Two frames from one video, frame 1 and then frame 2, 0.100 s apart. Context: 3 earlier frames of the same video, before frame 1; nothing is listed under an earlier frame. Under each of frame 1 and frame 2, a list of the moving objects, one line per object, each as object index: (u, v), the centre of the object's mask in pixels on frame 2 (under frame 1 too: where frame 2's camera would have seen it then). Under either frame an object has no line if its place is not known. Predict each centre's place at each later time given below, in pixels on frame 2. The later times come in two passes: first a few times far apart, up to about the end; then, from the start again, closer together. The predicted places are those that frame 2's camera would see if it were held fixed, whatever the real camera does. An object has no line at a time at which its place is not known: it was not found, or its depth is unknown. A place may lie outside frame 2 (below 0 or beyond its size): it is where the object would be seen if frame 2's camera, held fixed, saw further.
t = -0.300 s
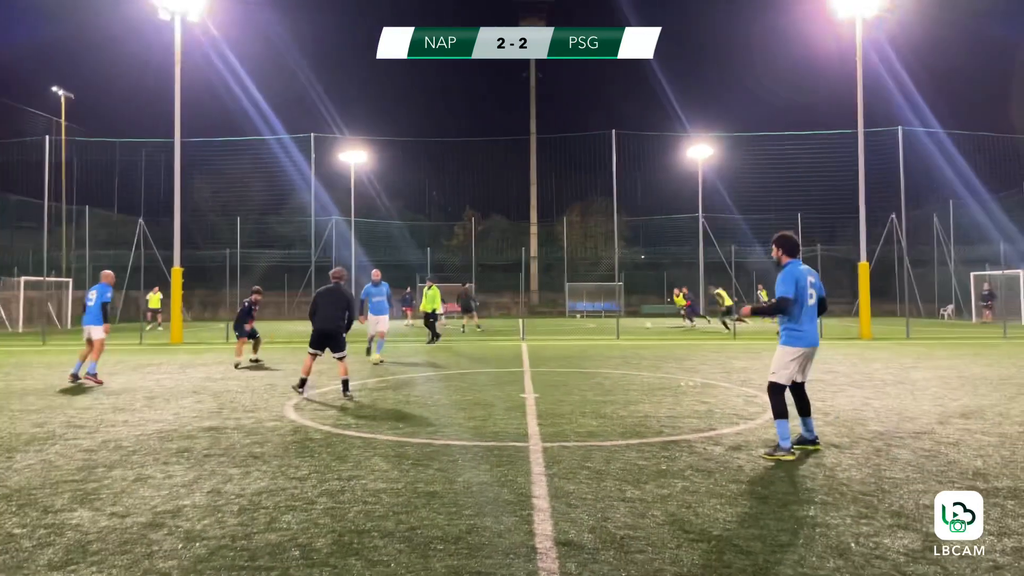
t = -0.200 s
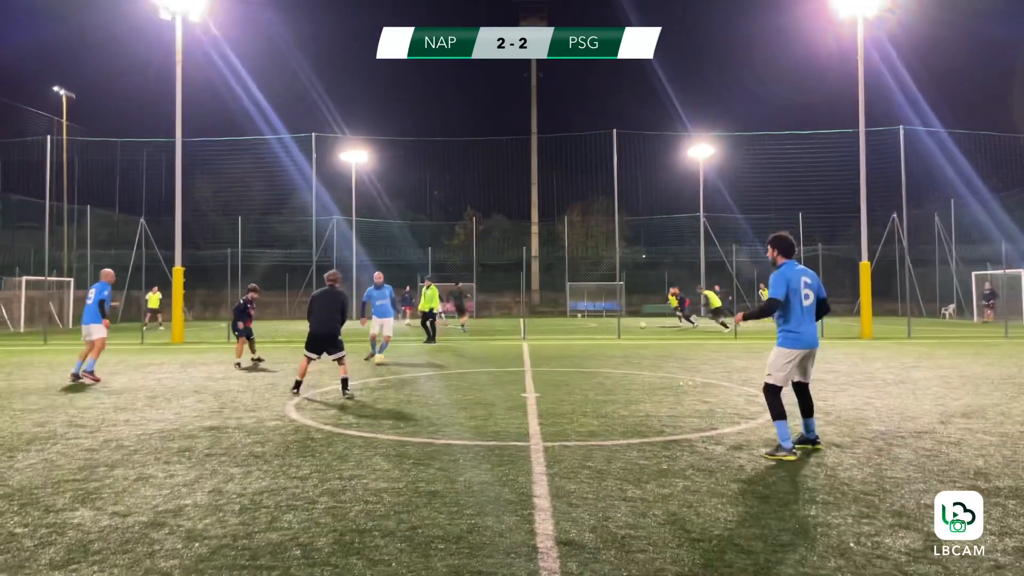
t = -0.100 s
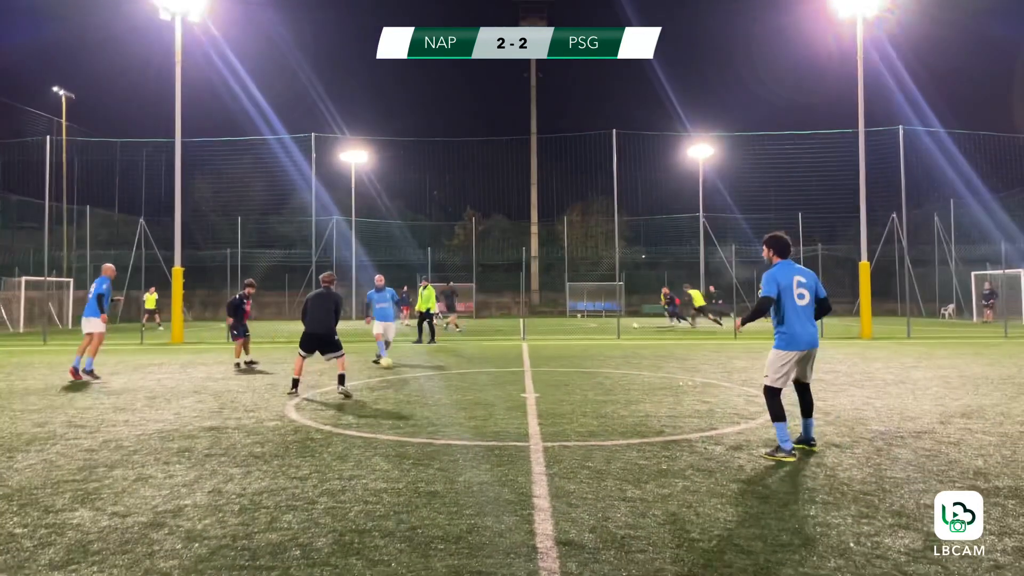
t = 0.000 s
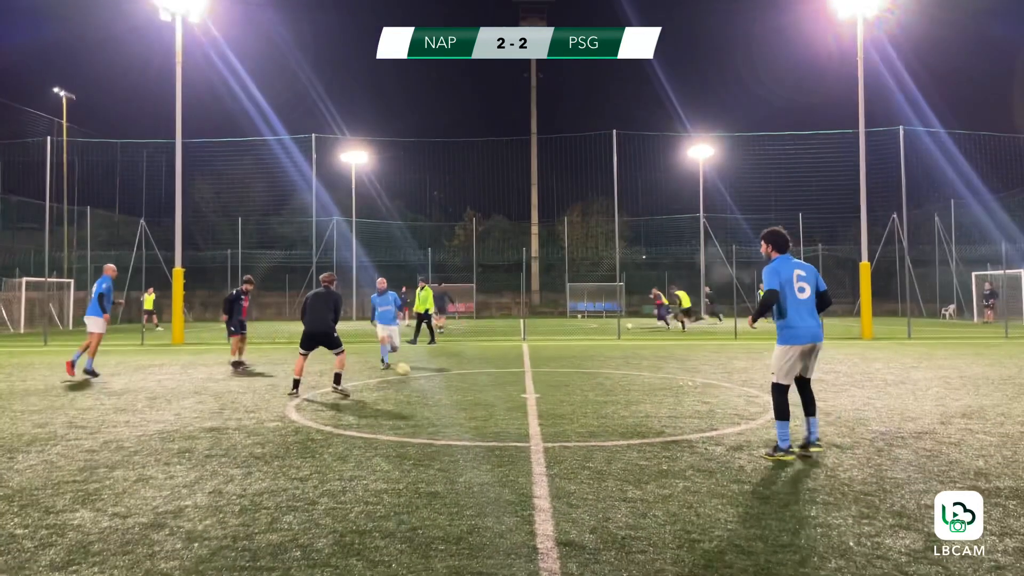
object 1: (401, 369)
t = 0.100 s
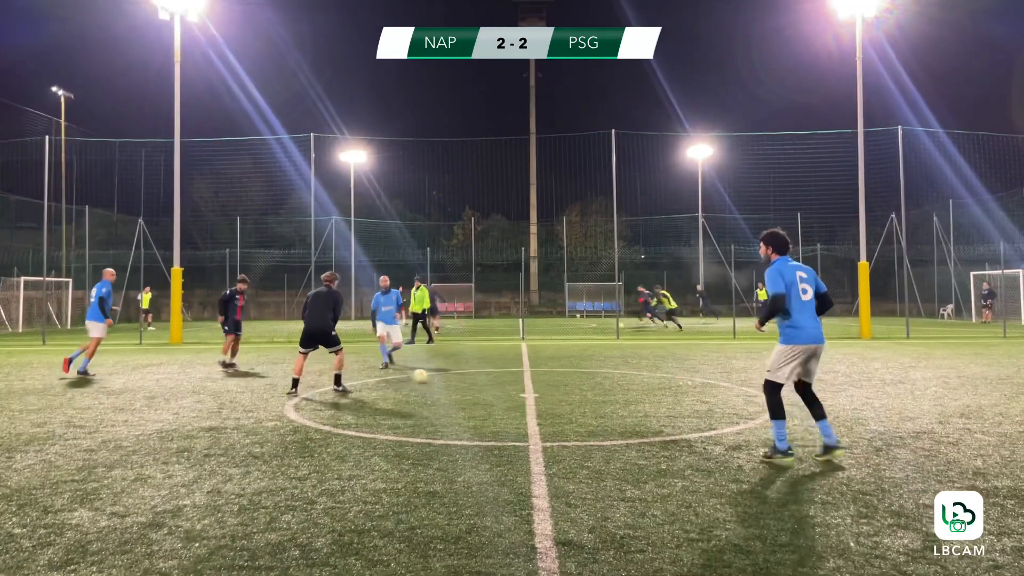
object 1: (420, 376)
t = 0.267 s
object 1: (458, 390)
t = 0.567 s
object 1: (553, 427)
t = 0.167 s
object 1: (435, 382)
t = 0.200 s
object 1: (442, 384)
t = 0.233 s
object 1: (450, 388)
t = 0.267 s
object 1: (458, 390)
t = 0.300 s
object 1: (466, 393)
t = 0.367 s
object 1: (485, 400)
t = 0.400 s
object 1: (494, 404)
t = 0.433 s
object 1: (505, 408)
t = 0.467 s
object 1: (516, 412)
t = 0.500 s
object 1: (528, 417)
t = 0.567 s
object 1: (553, 427)
